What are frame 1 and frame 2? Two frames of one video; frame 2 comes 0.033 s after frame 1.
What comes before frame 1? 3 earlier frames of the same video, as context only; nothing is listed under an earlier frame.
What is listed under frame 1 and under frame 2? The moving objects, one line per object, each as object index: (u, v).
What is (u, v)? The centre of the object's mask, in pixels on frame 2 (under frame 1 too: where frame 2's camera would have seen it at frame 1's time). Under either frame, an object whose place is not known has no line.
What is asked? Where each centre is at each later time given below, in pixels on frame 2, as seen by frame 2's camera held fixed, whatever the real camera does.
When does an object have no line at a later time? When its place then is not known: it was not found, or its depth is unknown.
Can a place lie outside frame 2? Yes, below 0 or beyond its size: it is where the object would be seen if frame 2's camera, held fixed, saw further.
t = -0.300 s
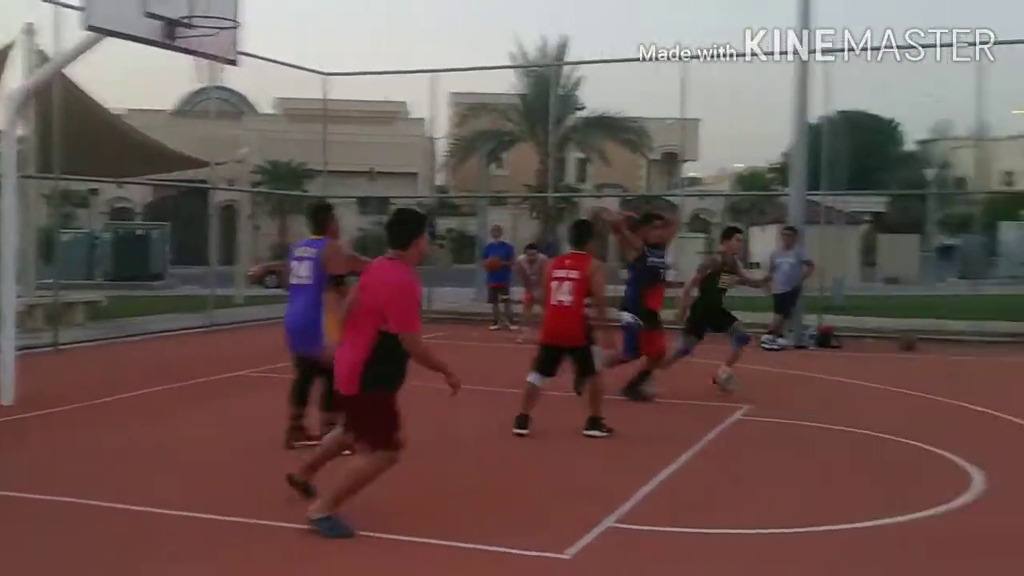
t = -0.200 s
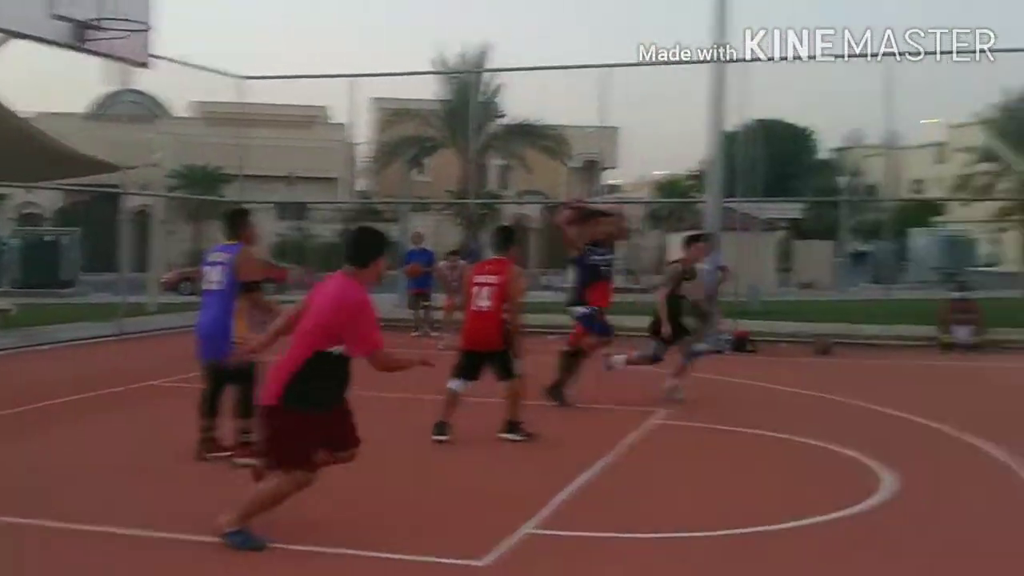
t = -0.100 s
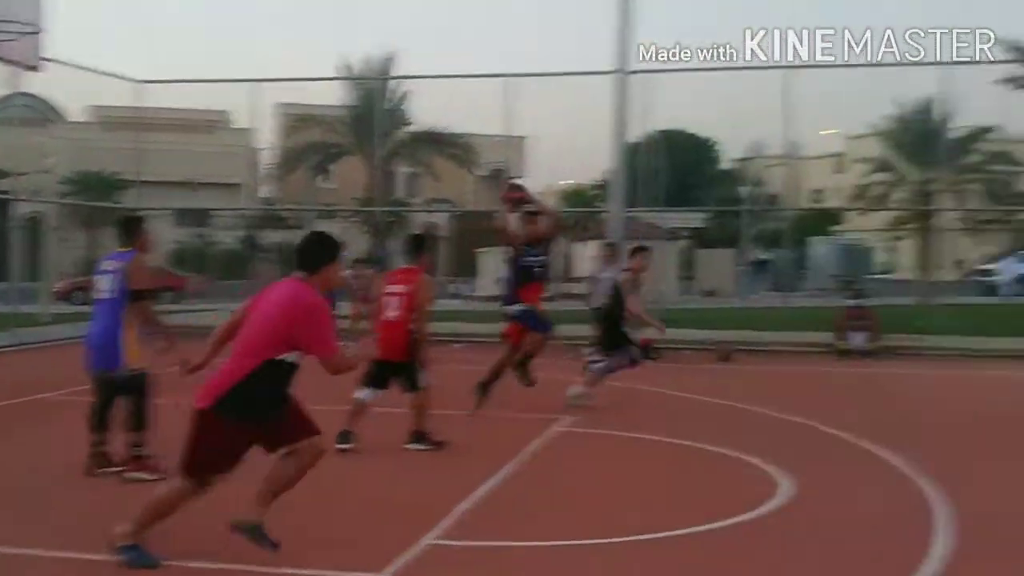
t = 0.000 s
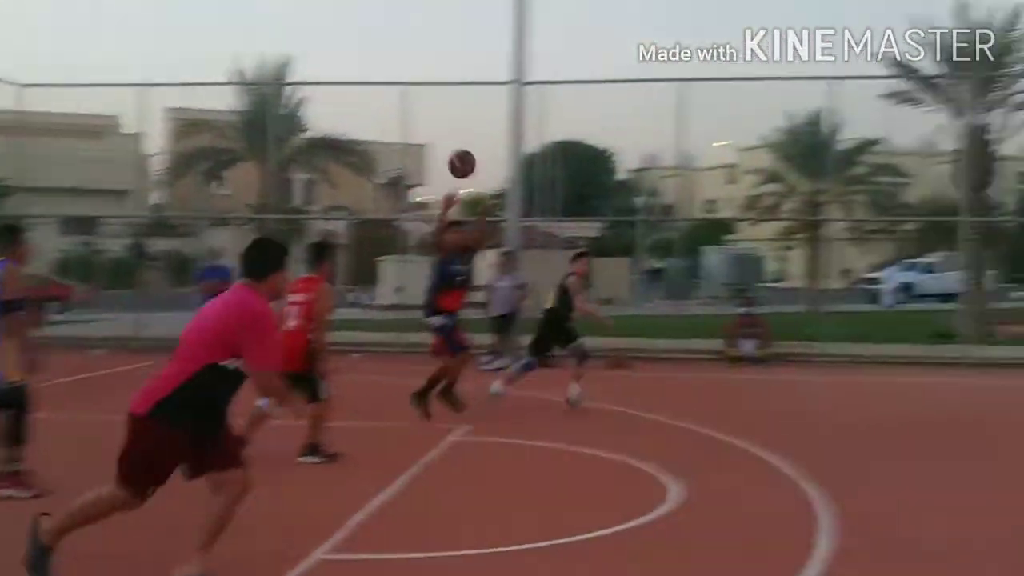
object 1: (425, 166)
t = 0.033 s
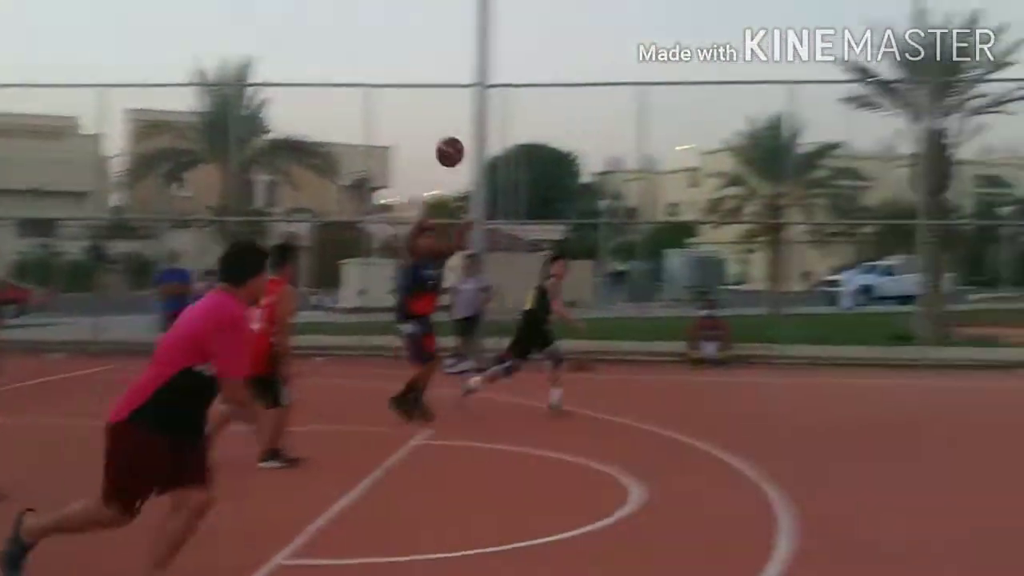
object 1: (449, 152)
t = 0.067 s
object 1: (475, 138)
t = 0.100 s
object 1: (501, 124)
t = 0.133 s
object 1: (529, 112)
